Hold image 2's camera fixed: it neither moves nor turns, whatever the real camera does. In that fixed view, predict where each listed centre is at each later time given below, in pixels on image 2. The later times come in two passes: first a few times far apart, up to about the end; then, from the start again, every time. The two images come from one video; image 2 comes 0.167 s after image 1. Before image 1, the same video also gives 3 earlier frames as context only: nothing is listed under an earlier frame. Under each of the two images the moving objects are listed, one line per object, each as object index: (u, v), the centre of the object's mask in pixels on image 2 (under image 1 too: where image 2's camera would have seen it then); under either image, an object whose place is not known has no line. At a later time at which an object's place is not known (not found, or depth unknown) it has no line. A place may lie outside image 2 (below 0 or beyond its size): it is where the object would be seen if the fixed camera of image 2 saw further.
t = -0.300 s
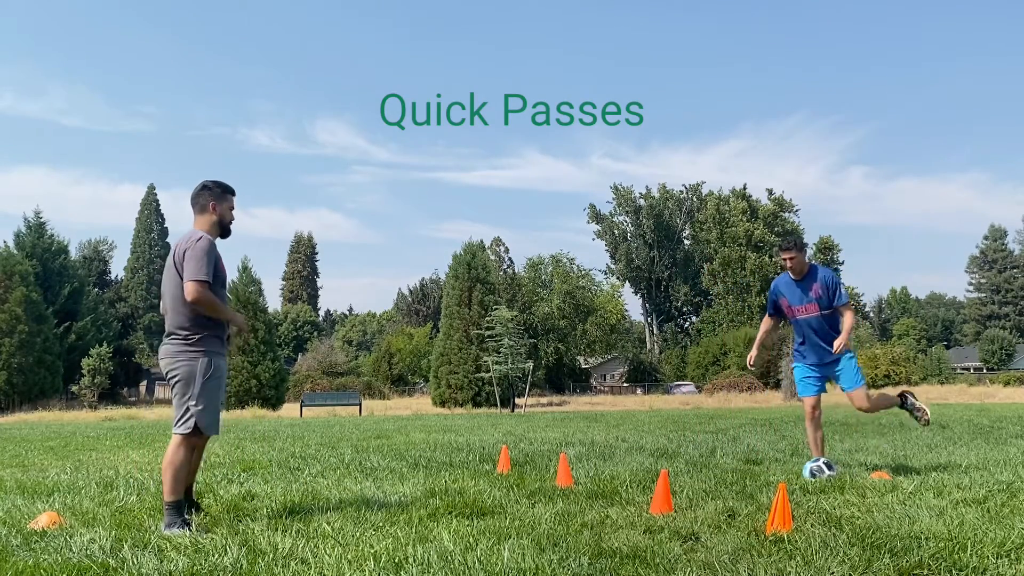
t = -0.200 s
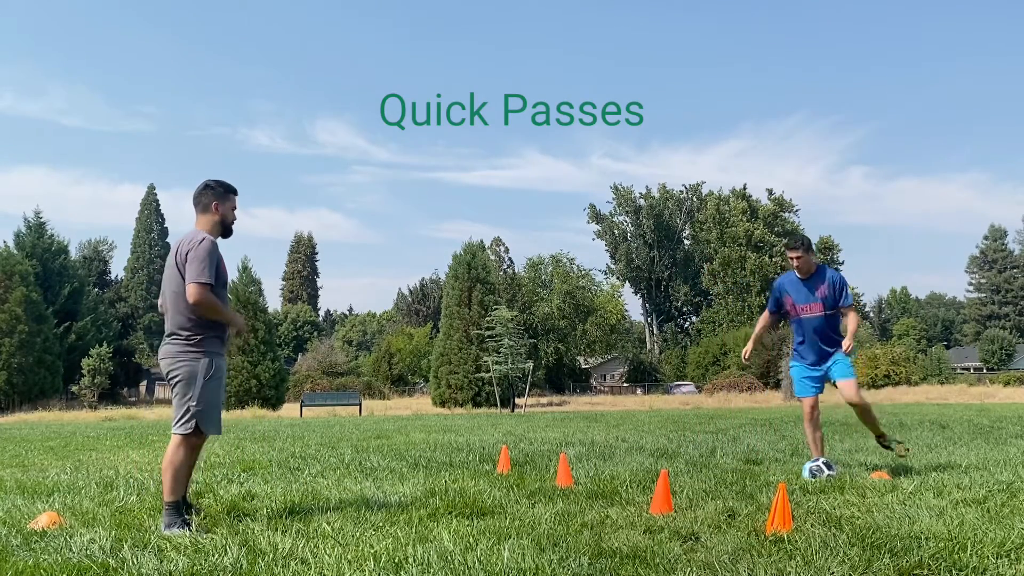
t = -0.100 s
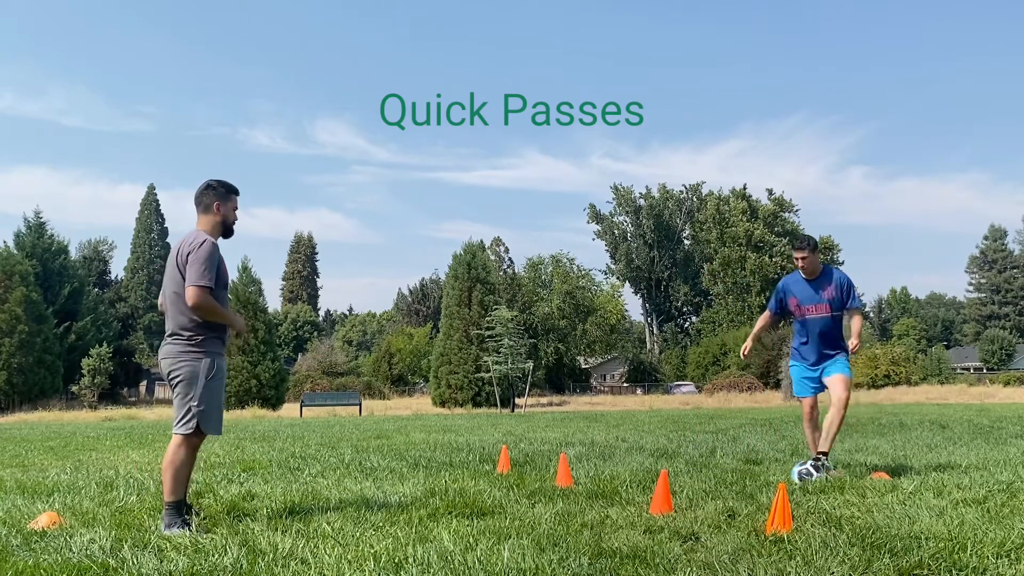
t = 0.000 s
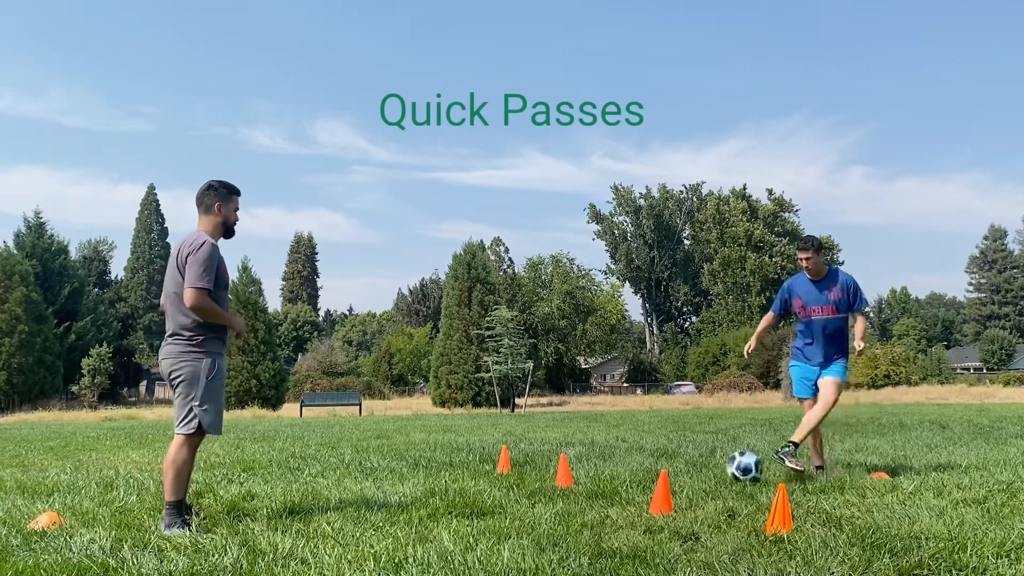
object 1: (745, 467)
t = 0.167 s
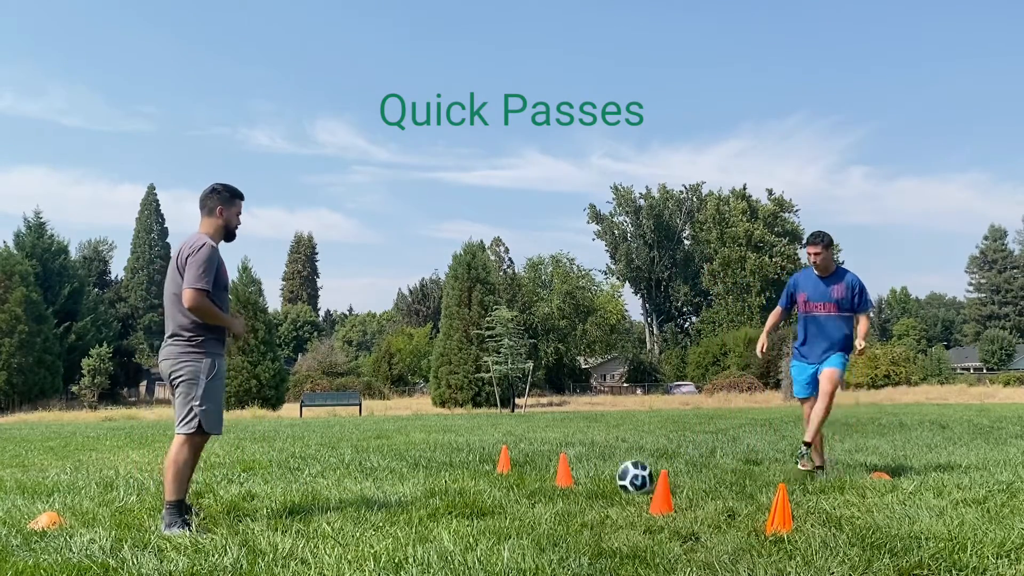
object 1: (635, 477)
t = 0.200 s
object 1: (611, 482)
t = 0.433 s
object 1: (498, 469)
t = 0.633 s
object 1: (396, 491)
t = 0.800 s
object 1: (311, 495)
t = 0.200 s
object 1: (611, 482)
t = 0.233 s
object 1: (591, 484)
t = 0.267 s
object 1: (577, 480)
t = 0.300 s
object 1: (561, 476)
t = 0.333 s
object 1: (545, 471)
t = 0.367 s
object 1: (529, 468)
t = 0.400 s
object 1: (513, 467)
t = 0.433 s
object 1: (498, 469)
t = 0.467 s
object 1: (481, 471)
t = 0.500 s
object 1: (465, 476)
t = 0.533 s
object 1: (448, 482)
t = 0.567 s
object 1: (430, 488)
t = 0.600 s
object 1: (412, 492)
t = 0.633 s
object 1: (396, 491)
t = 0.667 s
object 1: (380, 488)
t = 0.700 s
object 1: (364, 487)
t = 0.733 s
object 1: (346, 488)
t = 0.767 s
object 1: (329, 491)
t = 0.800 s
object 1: (311, 495)
